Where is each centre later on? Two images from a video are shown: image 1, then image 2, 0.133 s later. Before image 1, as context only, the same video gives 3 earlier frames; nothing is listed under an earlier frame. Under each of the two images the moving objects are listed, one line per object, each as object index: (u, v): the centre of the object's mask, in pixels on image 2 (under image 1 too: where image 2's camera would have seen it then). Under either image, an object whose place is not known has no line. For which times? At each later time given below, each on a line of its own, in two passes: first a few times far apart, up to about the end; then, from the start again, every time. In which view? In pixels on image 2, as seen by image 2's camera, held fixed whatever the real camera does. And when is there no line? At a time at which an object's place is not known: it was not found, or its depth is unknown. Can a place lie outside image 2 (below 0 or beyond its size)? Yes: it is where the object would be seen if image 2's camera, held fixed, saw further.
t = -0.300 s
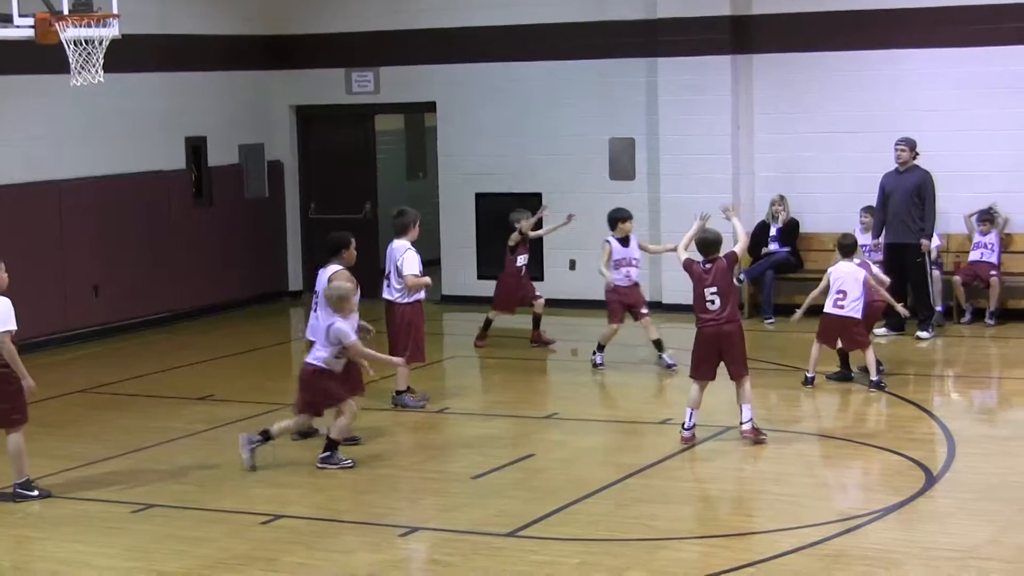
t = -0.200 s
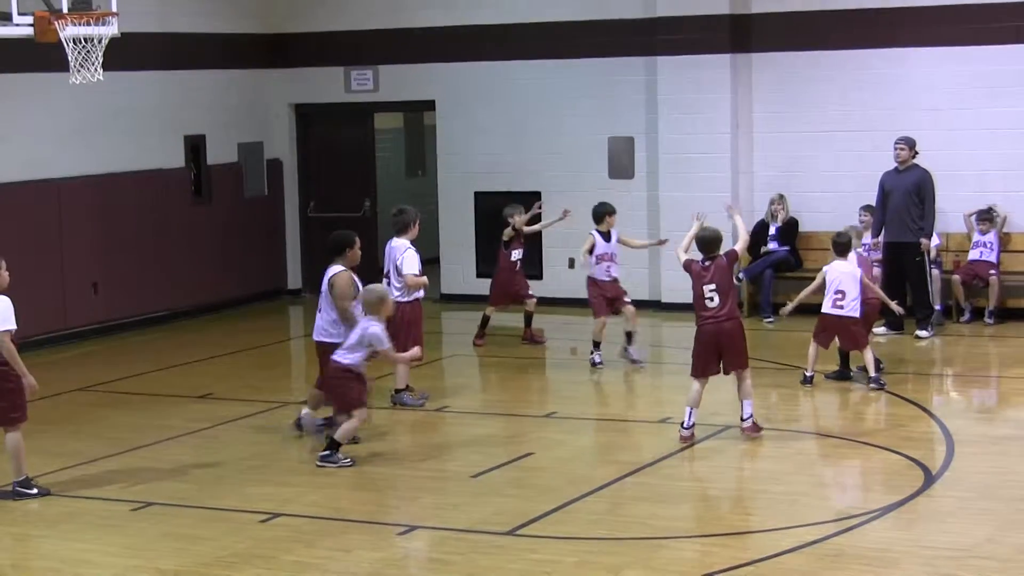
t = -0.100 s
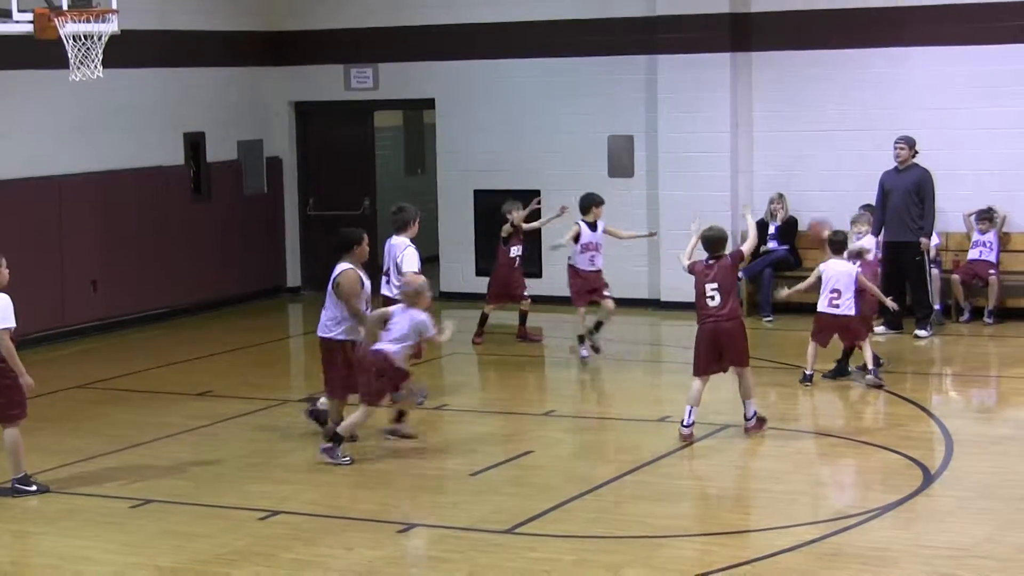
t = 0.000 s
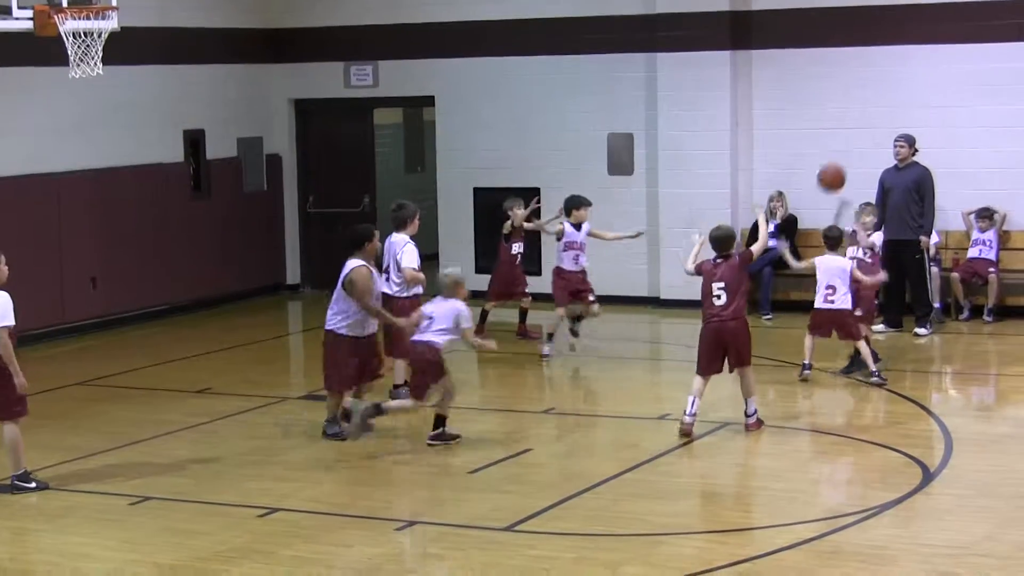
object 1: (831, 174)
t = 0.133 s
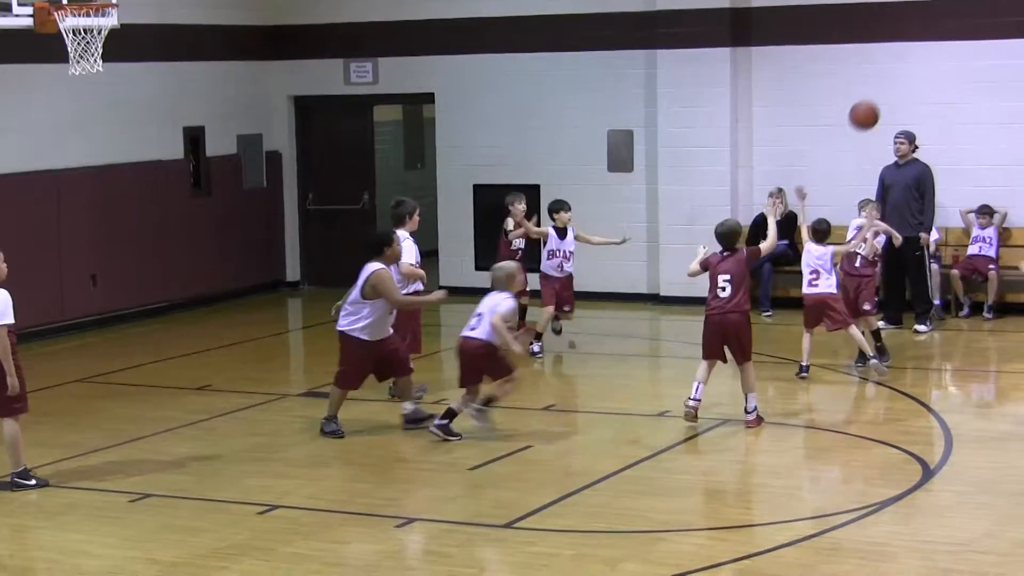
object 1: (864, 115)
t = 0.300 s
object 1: (908, 68)
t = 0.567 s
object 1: (986, 62)
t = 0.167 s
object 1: (872, 103)
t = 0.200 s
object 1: (881, 92)
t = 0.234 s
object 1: (890, 83)
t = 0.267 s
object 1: (899, 75)
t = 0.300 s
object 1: (908, 68)
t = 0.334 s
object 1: (917, 62)
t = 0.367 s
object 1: (926, 58)
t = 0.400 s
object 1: (936, 54)
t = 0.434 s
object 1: (945, 53)
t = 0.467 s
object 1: (955, 52)
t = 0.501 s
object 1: (966, 54)
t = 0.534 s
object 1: (976, 57)
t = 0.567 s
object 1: (986, 62)
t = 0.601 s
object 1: (997, 68)
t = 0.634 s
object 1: (1008, 76)
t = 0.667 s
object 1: (1018, 86)
